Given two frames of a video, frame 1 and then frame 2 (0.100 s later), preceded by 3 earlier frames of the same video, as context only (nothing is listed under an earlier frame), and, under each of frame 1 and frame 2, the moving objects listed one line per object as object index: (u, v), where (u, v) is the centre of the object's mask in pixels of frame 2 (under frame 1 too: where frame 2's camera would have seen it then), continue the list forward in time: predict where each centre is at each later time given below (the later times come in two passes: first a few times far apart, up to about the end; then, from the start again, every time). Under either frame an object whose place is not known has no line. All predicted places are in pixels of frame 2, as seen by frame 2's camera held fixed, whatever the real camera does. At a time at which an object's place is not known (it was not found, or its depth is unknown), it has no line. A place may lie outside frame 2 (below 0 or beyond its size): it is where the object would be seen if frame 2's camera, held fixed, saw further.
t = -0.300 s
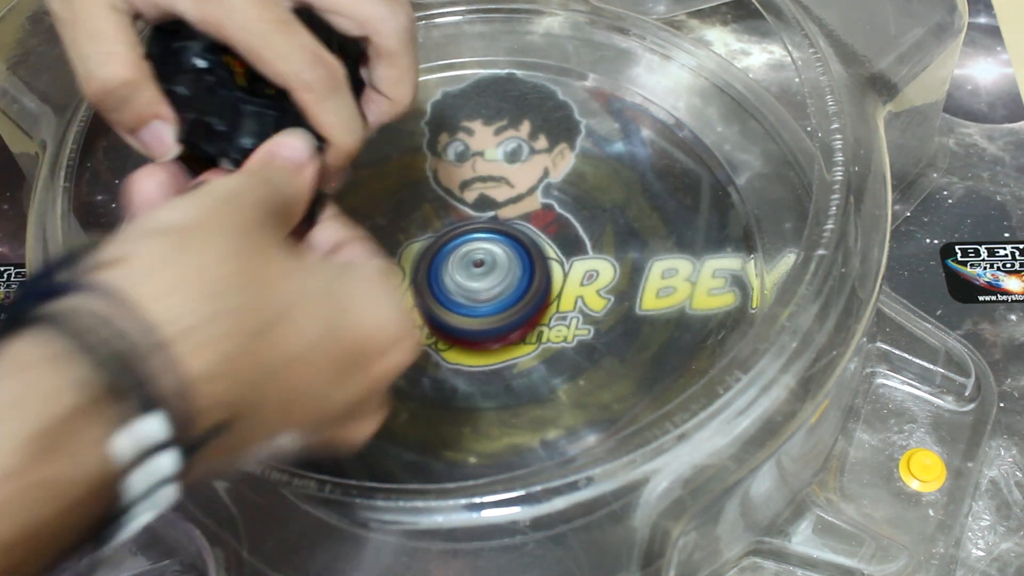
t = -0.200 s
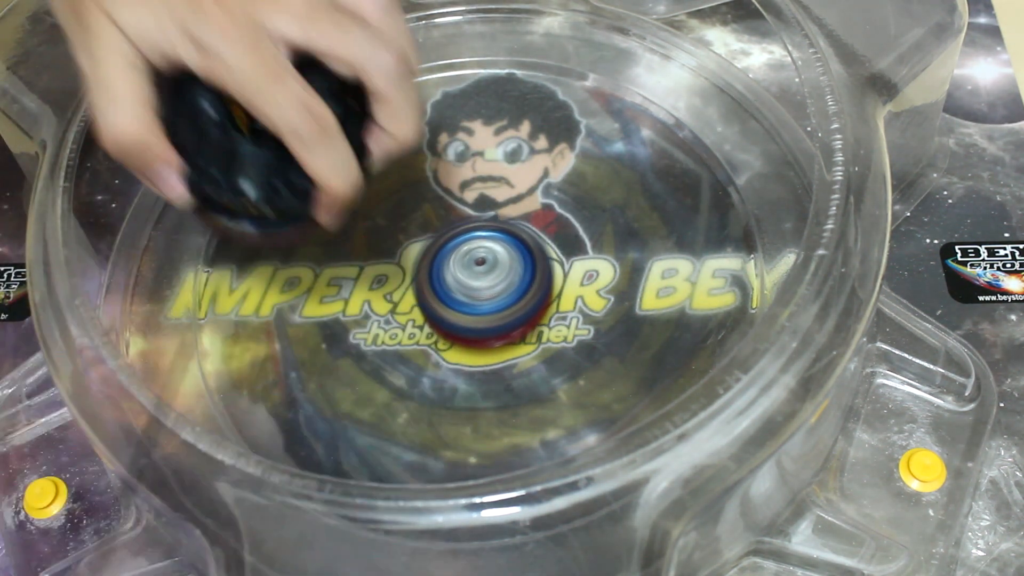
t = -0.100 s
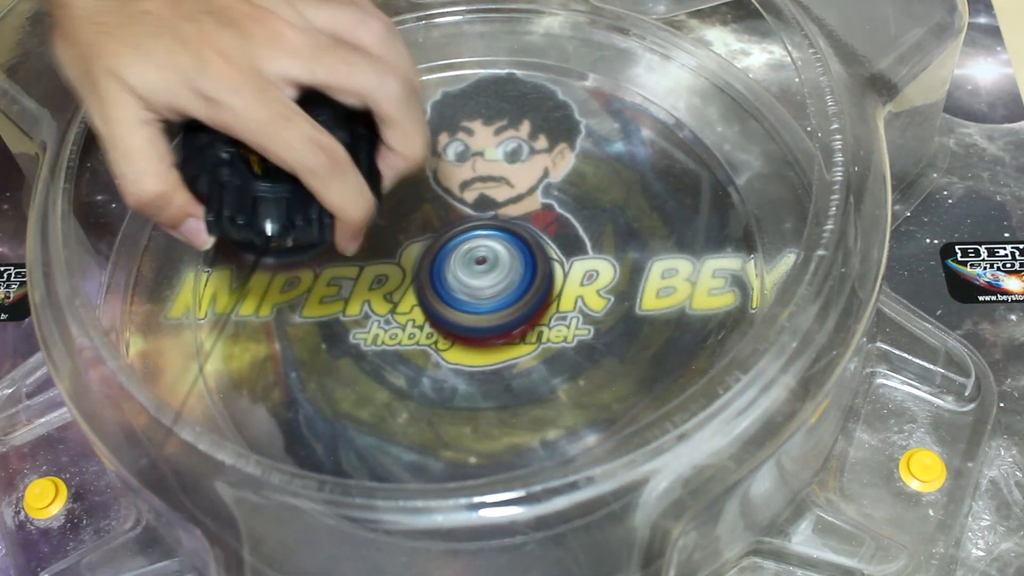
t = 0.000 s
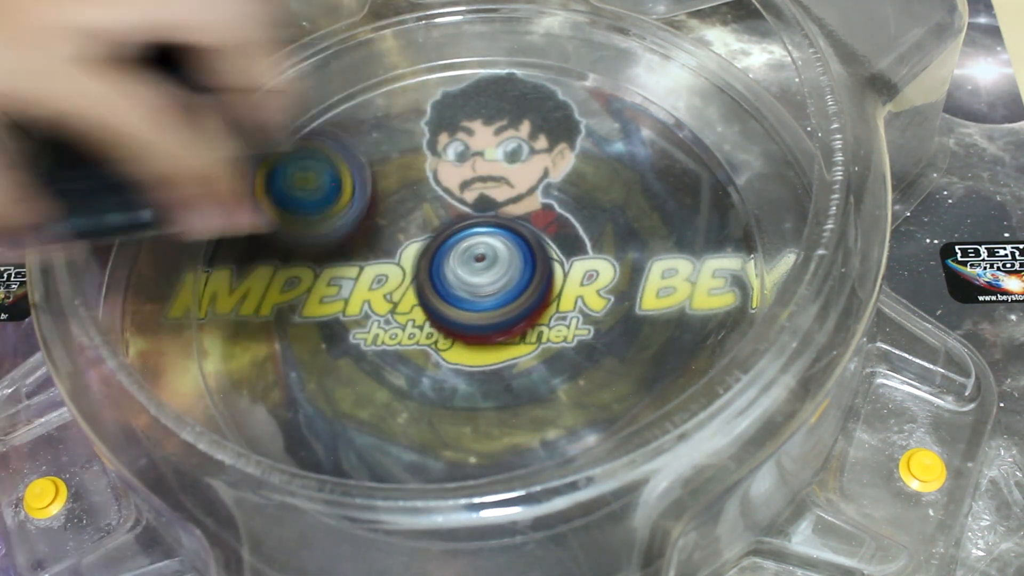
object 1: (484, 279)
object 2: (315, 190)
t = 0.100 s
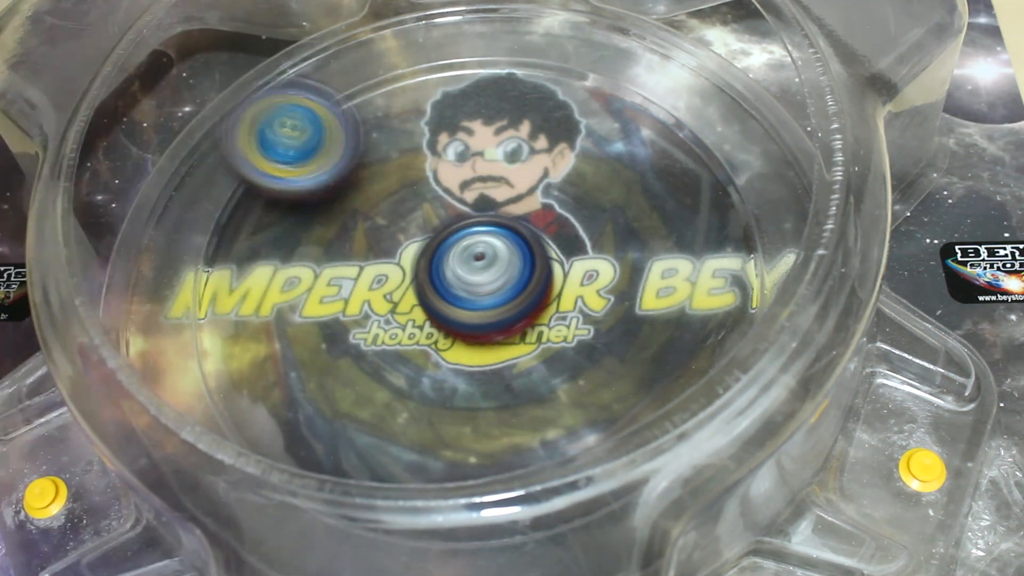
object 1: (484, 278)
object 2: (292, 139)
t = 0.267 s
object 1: (481, 269)
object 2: (330, 260)
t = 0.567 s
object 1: (621, 302)
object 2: (337, 330)
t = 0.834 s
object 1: (584, 355)
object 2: (297, 119)
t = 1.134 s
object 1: (531, 341)
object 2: (344, 84)
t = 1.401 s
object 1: (525, 282)
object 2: (445, 95)
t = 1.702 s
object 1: (560, 243)
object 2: (453, 124)
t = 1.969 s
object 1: (648, 367)
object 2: (378, 220)
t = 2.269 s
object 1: (425, 283)
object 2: (438, 56)
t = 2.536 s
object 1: (426, 499)
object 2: (368, 127)
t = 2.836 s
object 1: (474, 272)
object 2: (443, 92)
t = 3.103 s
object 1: (483, 324)
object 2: (433, 91)
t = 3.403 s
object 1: (441, 311)
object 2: (563, 79)
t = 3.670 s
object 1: (420, 282)
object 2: (598, 160)
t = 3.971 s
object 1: (421, 249)
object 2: (631, 178)
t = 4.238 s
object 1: (438, 231)
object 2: (668, 306)
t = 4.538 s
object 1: (464, 227)
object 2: (565, 340)
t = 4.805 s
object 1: (481, 236)
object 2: (516, 424)
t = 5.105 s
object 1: (489, 255)
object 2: (384, 375)
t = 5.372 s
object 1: (484, 273)
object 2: (323, 400)
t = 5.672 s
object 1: (528, 229)
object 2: (300, 349)
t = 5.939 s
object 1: (542, 236)
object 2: (342, 278)
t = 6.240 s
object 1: (527, 247)
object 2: (323, 187)
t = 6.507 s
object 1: (523, 254)
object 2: (385, 182)
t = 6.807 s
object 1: (570, 301)
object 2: (374, 166)
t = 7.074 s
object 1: (529, 311)
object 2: (431, 211)
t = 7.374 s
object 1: (534, 326)
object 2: (383, 204)
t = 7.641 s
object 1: (545, 312)
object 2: (401, 226)
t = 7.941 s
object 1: (568, 304)
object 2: (360, 221)
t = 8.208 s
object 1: (584, 270)
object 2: (343, 250)
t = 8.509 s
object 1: (616, 242)
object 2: (374, 343)
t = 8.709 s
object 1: (604, 223)
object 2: (441, 258)
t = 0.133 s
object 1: (483, 276)
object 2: (262, 145)
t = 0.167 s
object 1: (482, 275)
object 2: (246, 180)
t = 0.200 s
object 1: (482, 273)
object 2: (244, 220)
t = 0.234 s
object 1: (482, 271)
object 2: (278, 252)
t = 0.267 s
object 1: (481, 269)
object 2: (330, 260)
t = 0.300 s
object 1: (537, 269)
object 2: (332, 234)
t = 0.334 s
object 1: (614, 276)
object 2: (317, 200)
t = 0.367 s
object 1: (679, 278)
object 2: (289, 175)
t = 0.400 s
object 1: (722, 271)
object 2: (245, 167)
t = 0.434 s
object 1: (731, 263)
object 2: (224, 200)
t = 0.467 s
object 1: (718, 267)
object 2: (213, 253)
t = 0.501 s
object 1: (693, 288)
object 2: (238, 302)
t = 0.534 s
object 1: (660, 297)
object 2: (285, 325)
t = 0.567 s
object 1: (621, 302)
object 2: (337, 330)
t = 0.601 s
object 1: (583, 305)
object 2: (389, 311)
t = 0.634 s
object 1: (565, 311)
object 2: (417, 253)
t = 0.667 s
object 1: (577, 324)
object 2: (410, 208)
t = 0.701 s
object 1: (584, 335)
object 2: (406, 160)
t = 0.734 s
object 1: (588, 341)
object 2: (390, 115)
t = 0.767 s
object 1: (589, 347)
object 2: (355, 80)
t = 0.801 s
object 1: (587, 351)
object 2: (323, 88)
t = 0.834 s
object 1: (584, 355)
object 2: (297, 119)
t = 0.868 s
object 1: (581, 357)
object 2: (276, 166)
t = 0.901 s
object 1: (575, 358)
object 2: (281, 184)
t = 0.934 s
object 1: (569, 360)
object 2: (300, 203)
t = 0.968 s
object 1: (562, 359)
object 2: (329, 200)
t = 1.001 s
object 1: (554, 358)
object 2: (357, 181)
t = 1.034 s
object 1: (547, 355)
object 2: (378, 154)
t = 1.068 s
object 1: (541, 351)
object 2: (382, 123)
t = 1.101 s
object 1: (535, 346)
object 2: (369, 96)
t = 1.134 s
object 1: (531, 341)
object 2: (344, 84)
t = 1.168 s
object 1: (528, 335)
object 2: (321, 99)
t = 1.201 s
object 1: (525, 328)
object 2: (309, 123)
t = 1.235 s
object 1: (523, 321)
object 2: (320, 142)
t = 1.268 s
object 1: (522, 313)
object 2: (343, 158)
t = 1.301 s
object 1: (521, 306)
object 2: (370, 157)
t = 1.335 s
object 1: (522, 298)
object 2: (402, 146)
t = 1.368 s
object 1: (523, 290)
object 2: (434, 123)
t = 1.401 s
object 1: (525, 282)
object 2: (445, 95)
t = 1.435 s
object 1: (526, 276)
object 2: (436, 71)
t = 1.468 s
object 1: (527, 269)
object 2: (425, 58)
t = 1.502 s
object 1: (529, 263)
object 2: (400, 66)
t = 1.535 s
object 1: (532, 257)
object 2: (394, 72)
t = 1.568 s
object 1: (533, 249)
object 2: (394, 84)
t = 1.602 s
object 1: (535, 245)
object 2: (396, 103)
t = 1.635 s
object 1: (535, 238)
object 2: (408, 123)
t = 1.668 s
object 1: (535, 233)
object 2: (436, 136)
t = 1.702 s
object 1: (560, 243)
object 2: (453, 124)
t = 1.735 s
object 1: (602, 273)
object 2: (429, 90)
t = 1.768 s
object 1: (640, 303)
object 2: (391, 73)
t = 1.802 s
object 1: (667, 322)
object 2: (354, 79)
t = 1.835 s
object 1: (677, 332)
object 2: (319, 103)
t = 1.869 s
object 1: (681, 341)
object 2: (308, 136)
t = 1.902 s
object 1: (679, 352)
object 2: (313, 177)
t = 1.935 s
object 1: (667, 360)
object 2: (337, 203)
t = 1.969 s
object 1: (648, 367)
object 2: (378, 220)
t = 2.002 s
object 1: (626, 372)
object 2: (425, 221)
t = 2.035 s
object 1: (602, 376)
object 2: (469, 209)
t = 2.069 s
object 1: (569, 376)
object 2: (509, 185)
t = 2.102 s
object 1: (539, 365)
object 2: (535, 153)
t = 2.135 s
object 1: (511, 352)
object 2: (547, 113)
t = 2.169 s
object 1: (485, 339)
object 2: (541, 81)
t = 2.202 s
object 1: (460, 320)
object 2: (520, 58)
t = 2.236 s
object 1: (441, 300)
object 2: (484, 49)
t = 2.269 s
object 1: (425, 283)
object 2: (438, 56)
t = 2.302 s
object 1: (414, 264)
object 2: (403, 83)
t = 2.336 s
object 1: (407, 250)
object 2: (388, 111)
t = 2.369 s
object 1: (402, 311)
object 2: (383, 98)
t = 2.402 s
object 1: (406, 387)
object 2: (372, 75)
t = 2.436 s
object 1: (406, 431)
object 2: (357, 83)
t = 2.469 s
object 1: (403, 488)
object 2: (346, 111)
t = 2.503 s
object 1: (411, 502)
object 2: (353, 123)
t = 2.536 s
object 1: (426, 499)
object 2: (368, 127)
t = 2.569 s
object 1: (443, 493)
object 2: (387, 125)
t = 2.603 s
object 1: (456, 450)
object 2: (402, 119)
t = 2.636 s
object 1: (465, 435)
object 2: (418, 109)
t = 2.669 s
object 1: (473, 422)
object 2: (429, 101)
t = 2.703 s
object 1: (477, 393)
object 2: (435, 93)
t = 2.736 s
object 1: (479, 362)
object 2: (436, 85)
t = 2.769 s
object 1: (478, 329)
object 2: (438, 84)
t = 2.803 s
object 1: (476, 296)
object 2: (439, 86)
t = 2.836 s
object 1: (474, 272)
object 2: (443, 92)
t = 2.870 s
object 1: (473, 249)
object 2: (452, 101)
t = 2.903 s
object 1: (473, 237)
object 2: (463, 102)
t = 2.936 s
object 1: (477, 260)
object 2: (465, 76)
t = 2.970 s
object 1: (480, 280)
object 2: (464, 58)
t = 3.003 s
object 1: (484, 300)
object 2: (455, 54)
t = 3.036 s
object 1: (485, 312)
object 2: (436, 72)
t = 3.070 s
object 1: (485, 319)
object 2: (431, 85)
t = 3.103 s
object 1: (483, 324)
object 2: (433, 91)
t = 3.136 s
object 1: (479, 326)
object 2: (441, 99)
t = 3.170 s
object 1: (475, 326)
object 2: (450, 105)
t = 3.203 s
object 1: (469, 324)
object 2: (468, 113)
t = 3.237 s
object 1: (464, 323)
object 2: (489, 117)
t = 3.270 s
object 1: (459, 322)
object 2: (514, 115)
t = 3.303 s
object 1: (454, 319)
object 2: (539, 109)
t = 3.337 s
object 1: (449, 317)
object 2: (557, 100)
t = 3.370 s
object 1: (445, 314)
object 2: (565, 89)
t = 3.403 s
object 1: (441, 311)
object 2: (563, 79)
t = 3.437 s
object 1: (437, 307)
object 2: (560, 79)
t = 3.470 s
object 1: (433, 305)
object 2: (556, 83)
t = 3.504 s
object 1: (430, 302)
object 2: (551, 90)
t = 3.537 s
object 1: (427, 299)
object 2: (549, 102)
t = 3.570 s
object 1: (424, 294)
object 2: (553, 116)
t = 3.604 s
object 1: (423, 291)
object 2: (561, 133)
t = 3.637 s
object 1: (422, 287)
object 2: (576, 147)
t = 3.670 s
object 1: (420, 282)
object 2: (598, 160)
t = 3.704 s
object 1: (419, 279)
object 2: (618, 169)
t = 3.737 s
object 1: (418, 275)
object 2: (639, 172)
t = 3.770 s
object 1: (418, 271)
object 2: (656, 170)
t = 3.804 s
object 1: (417, 266)
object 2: (664, 163)
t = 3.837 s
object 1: (418, 262)
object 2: (665, 156)
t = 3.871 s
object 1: (418, 259)
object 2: (653, 153)
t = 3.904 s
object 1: (418, 255)
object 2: (645, 160)
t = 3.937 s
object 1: (419, 252)
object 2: (638, 167)
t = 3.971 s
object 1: (421, 249)
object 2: (631, 178)
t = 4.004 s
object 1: (422, 246)
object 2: (626, 192)
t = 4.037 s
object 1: (424, 243)
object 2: (622, 209)
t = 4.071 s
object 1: (426, 241)
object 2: (619, 229)
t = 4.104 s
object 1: (428, 239)
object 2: (621, 254)
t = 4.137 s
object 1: (431, 236)
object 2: (628, 276)
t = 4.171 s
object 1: (433, 234)
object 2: (640, 292)
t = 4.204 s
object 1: (436, 232)
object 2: (656, 304)
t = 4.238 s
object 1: (438, 231)
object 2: (668, 306)
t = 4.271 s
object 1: (441, 229)
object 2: (671, 303)
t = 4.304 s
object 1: (444, 228)
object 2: (672, 299)
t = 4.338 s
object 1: (447, 227)
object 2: (667, 297)
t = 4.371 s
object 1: (449, 227)
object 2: (657, 296)
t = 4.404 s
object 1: (452, 226)
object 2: (644, 297)
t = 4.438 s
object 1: (456, 226)
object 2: (627, 301)
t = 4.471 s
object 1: (458, 225)
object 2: (609, 310)
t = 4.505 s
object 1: (461, 226)
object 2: (588, 323)
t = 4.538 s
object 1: (464, 227)
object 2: (565, 340)
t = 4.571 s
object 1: (466, 227)
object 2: (543, 359)
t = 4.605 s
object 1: (469, 228)
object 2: (526, 379)
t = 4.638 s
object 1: (472, 228)
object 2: (511, 402)
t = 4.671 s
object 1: (474, 229)
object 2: (504, 414)
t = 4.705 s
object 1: (476, 232)
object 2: (502, 422)
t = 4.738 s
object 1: (478, 233)
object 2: (508, 428)
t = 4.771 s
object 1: (480, 234)
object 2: (513, 427)
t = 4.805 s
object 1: (481, 236)
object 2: (516, 424)
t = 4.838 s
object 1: (483, 238)
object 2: (519, 422)
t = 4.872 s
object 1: (485, 239)
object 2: (519, 417)
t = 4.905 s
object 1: (485, 241)
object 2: (517, 414)
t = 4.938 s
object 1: (486, 243)
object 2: (504, 407)
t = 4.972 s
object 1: (487, 245)
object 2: (488, 397)
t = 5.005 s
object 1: (488, 250)
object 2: (466, 388)
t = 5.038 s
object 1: (488, 250)
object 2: (441, 378)
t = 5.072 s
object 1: (488, 253)
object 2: (413, 375)
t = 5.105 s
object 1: (489, 255)
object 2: (384, 375)
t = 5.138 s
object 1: (489, 257)
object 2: (359, 376)
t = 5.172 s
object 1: (491, 260)
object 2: (337, 380)
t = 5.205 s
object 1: (492, 264)
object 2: (320, 387)
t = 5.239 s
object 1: (491, 266)
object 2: (308, 396)
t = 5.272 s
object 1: (489, 267)
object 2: (307, 401)
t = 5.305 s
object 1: (487, 269)
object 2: (310, 403)
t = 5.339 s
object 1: (485, 271)
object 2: (315, 404)
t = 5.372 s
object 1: (484, 273)
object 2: (323, 400)
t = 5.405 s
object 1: (482, 275)
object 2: (332, 395)
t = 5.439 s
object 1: (480, 276)
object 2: (340, 384)
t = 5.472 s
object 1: (479, 278)
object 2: (350, 371)
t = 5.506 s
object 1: (480, 277)
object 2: (349, 353)
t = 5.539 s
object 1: (495, 263)
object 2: (336, 351)
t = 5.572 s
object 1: (508, 250)
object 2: (322, 350)
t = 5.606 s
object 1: (517, 239)
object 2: (310, 350)
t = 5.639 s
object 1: (524, 233)
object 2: (303, 350)
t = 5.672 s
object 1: (528, 229)
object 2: (300, 349)
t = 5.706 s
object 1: (531, 228)
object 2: (302, 348)
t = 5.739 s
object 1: (534, 228)
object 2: (307, 345)
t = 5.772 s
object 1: (536, 230)
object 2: (311, 341)
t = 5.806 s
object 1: (538, 231)
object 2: (316, 336)
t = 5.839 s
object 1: (540, 232)
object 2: (323, 323)
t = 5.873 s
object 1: (541, 234)
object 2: (329, 310)
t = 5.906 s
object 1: (542, 235)
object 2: (337, 295)
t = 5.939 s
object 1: (542, 236)
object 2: (342, 278)
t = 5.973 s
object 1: (541, 237)
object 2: (346, 259)
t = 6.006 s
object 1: (542, 240)
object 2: (347, 241)
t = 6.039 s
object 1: (540, 240)
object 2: (345, 225)
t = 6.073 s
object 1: (539, 241)
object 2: (341, 210)
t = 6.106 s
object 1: (538, 244)
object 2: (334, 198)
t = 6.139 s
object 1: (535, 245)
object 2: (329, 191)
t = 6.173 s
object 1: (532, 246)
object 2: (324, 187)
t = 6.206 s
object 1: (530, 246)
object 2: (321, 186)
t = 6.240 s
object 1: (527, 247)
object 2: (323, 187)
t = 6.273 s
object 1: (523, 247)
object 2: (327, 189)
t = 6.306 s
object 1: (520, 248)
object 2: (333, 191)
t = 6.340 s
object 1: (516, 249)
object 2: (343, 193)
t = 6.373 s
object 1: (513, 248)
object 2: (352, 193)
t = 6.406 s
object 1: (509, 250)
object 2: (366, 193)
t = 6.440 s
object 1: (509, 251)
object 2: (379, 190)
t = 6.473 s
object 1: (518, 251)
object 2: (382, 184)
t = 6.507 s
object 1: (523, 254)
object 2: (385, 182)
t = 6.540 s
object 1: (524, 256)
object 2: (388, 180)
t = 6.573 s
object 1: (523, 257)
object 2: (392, 178)
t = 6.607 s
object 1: (520, 259)
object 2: (397, 177)
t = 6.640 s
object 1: (517, 261)
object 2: (402, 177)
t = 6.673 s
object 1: (522, 264)
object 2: (404, 174)
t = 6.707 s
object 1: (542, 276)
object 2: (394, 165)
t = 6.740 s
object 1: (557, 287)
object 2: (387, 164)
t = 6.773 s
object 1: (566, 296)
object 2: (381, 164)
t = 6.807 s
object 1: (570, 301)
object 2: (374, 166)
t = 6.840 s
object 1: (570, 304)
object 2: (372, 171)
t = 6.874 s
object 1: (567, 307)
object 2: (371, 176)
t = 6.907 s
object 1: (561, 310)
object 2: (374, 185)
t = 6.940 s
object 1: (555, 311)
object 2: (379, 191)
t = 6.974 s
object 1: (548, 312)
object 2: (388, 197)
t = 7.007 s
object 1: (541, 312)
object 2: (399, 204)
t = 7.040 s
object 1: (534, 312)
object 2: (415, 210)
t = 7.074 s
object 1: (529, 311)
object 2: (431, 211)
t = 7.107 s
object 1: (541, 320)
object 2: (431, 202)
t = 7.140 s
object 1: (549, 326)
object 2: (421, 191)
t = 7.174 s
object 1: (553, 329)
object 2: (409, 185)
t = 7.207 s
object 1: (554, 331)
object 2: (399, 183)
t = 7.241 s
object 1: (551, 330)
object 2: (392, 185)
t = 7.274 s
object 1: (548, 330)
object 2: (385, 189)
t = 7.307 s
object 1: (543, 329)
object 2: (382, 193)
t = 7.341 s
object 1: (539, 327)
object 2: (381, 199)
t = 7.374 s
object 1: (534, 326)
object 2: (383, 204)
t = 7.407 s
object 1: (529, 324)
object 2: (387, 210)
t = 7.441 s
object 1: (525, 321)
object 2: (392, 218)
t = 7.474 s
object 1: (521, 317)
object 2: (403, 225)
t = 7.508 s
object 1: (526, 318)
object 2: (406, 225)
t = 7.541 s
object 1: (536, 318)
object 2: (404, 224)
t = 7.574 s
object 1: (542, 318)
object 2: (401, 224)
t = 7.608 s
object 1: (545, 315)
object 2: (399, 224)
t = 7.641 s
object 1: (545, 312)
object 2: (401, 226)
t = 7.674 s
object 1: (543, 308)
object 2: (402, 227)
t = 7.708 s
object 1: (540, 304)
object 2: (404, 228)
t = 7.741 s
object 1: (536, 300)
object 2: (408, 229)
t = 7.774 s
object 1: (549, 304)
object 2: (400, 222)
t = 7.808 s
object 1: (560, 307)
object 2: (390, 219)
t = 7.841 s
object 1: (567, 307)
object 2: (380, 217)
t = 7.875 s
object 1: (570, 307)
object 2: (371, 216)
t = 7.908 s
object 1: (570, 306)
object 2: (363, 219)
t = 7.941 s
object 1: (568, 304)
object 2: (360, 221)
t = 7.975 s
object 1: (563, 301)
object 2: (357, 224)
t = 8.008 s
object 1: (556, 298)
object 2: (357, 228)
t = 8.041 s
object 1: (548, 295)
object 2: (360, 233)
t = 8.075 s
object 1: (539, 292)
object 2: (365, 237)
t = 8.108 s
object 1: (531, 288)
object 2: (372, 240)
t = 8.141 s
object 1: (523, 283)
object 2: (380, 244)
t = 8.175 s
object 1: (551, 278)
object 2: (362, 244)
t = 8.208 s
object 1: (584, 270)
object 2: (343, 250)
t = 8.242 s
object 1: (605, 263)
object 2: (325, 259)
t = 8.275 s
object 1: (622, 255)
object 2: (310, 272)
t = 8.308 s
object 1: (629, 250)
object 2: (299, 288)
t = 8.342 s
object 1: (630, 248)
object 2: (296, 303)
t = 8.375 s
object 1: (630, 246)
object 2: (301, 319)
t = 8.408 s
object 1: (628, 245)
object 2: (314, 336)
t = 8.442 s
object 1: (625, 244)
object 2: (330, 346)
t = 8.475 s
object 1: (620, 243)
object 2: (351, 347)
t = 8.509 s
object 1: (616, 242)
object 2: (374, 343)
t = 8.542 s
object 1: (608, 239)
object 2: (392, 334)
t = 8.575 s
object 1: (603, 239)
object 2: (412, 323)
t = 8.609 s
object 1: (596, 237)
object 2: (430, 306)
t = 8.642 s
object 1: (590, 237)
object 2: (441, 289)
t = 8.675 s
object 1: (594, 231)
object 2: (445, 270)
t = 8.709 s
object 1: (604, 223)
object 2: (441, 258)
